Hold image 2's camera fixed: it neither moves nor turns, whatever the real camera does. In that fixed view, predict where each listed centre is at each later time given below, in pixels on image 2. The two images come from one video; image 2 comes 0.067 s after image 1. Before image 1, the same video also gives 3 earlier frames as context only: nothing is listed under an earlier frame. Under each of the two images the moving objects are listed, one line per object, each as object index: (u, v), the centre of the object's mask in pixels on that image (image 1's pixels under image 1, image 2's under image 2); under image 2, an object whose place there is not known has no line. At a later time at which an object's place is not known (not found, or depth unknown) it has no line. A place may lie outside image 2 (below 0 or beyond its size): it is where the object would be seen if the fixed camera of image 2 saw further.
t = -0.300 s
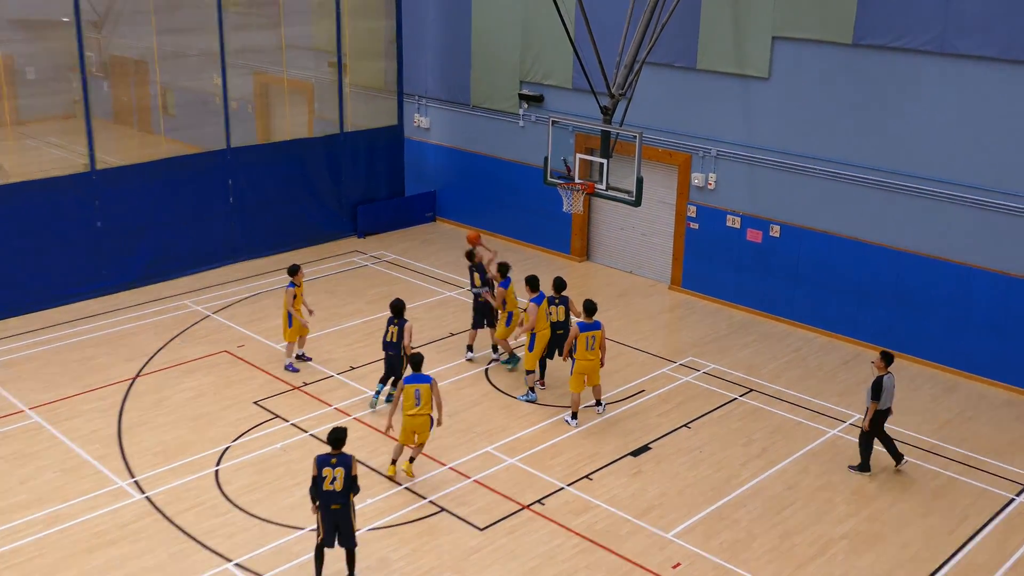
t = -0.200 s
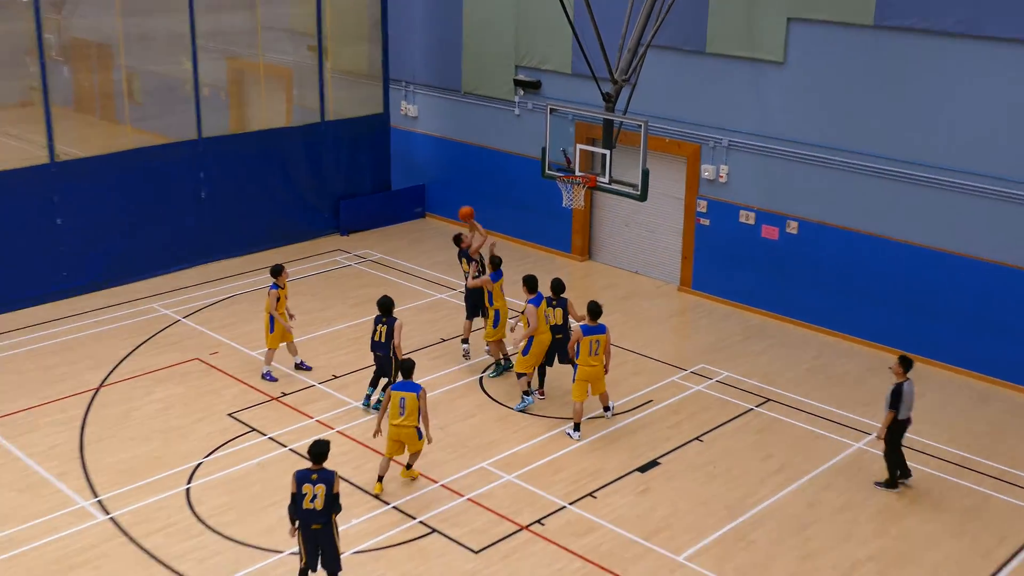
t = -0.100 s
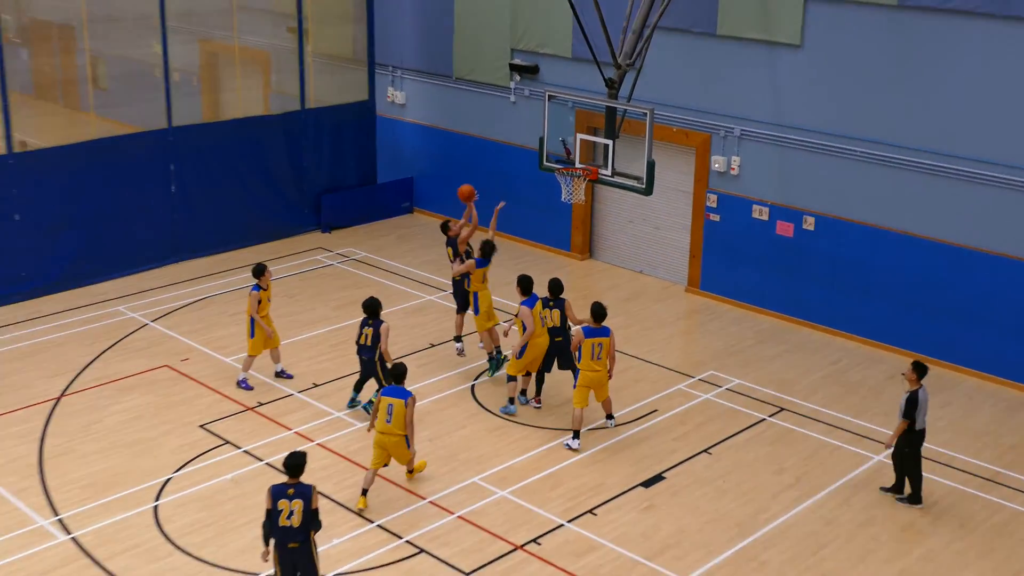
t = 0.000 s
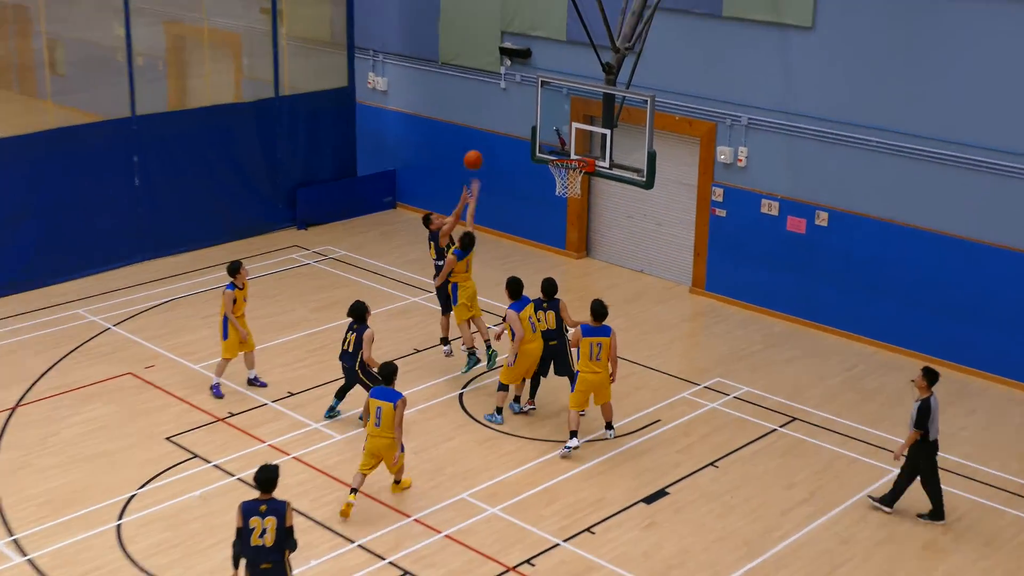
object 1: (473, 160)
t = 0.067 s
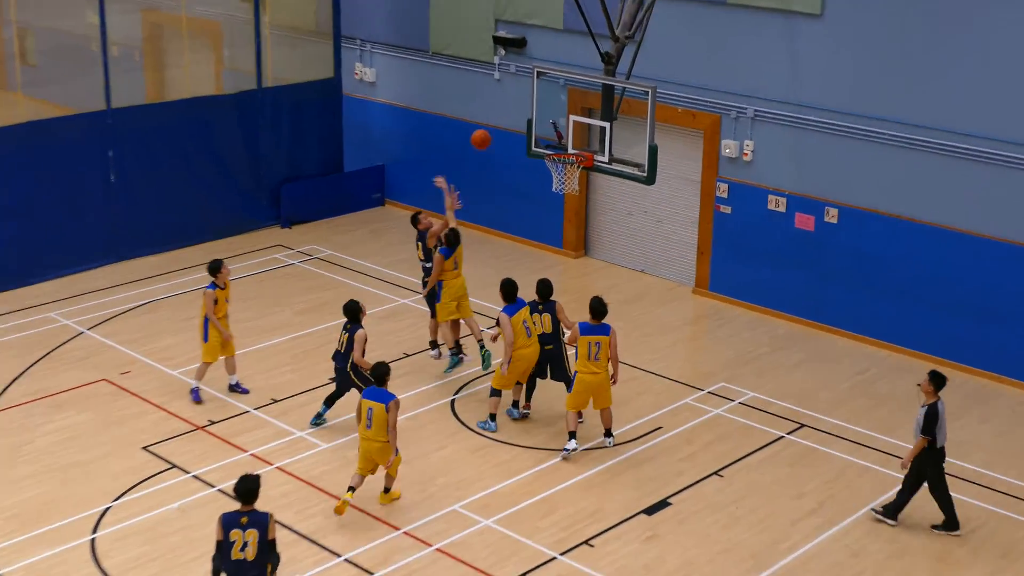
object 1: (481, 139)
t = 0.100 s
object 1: (488, 133)
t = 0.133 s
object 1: (496, 128)
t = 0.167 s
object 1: (503, 124)
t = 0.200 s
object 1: (511, 120)
